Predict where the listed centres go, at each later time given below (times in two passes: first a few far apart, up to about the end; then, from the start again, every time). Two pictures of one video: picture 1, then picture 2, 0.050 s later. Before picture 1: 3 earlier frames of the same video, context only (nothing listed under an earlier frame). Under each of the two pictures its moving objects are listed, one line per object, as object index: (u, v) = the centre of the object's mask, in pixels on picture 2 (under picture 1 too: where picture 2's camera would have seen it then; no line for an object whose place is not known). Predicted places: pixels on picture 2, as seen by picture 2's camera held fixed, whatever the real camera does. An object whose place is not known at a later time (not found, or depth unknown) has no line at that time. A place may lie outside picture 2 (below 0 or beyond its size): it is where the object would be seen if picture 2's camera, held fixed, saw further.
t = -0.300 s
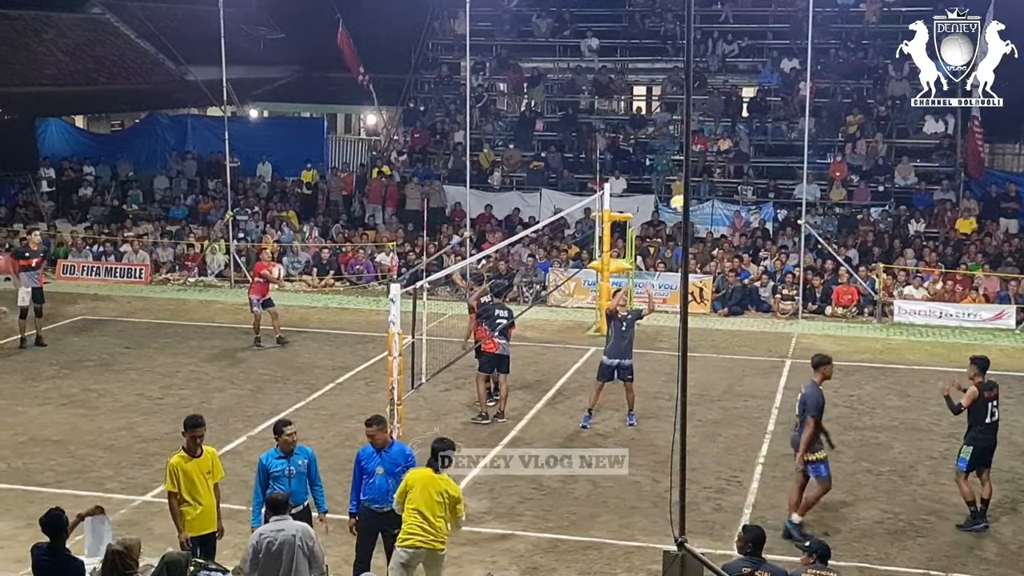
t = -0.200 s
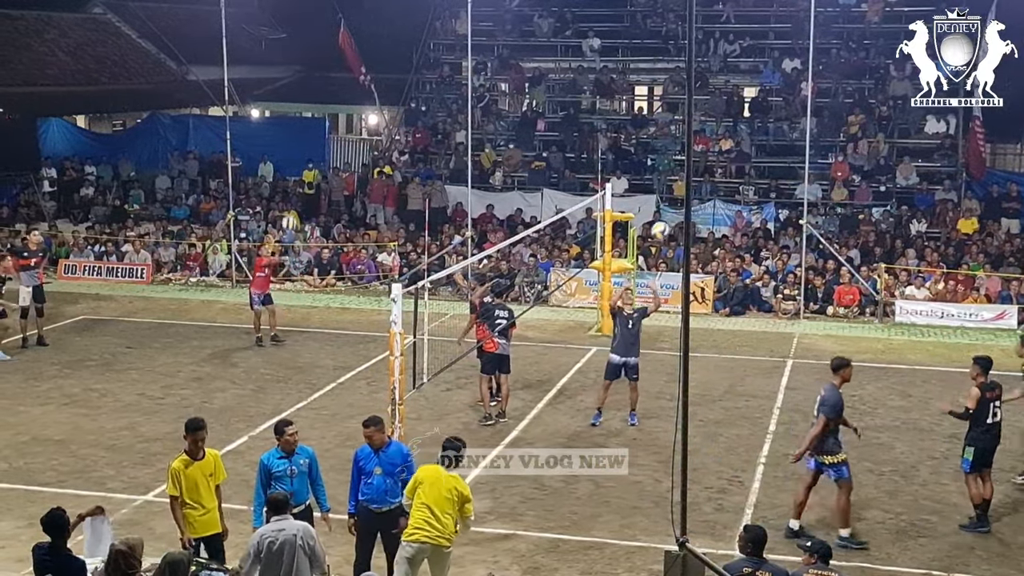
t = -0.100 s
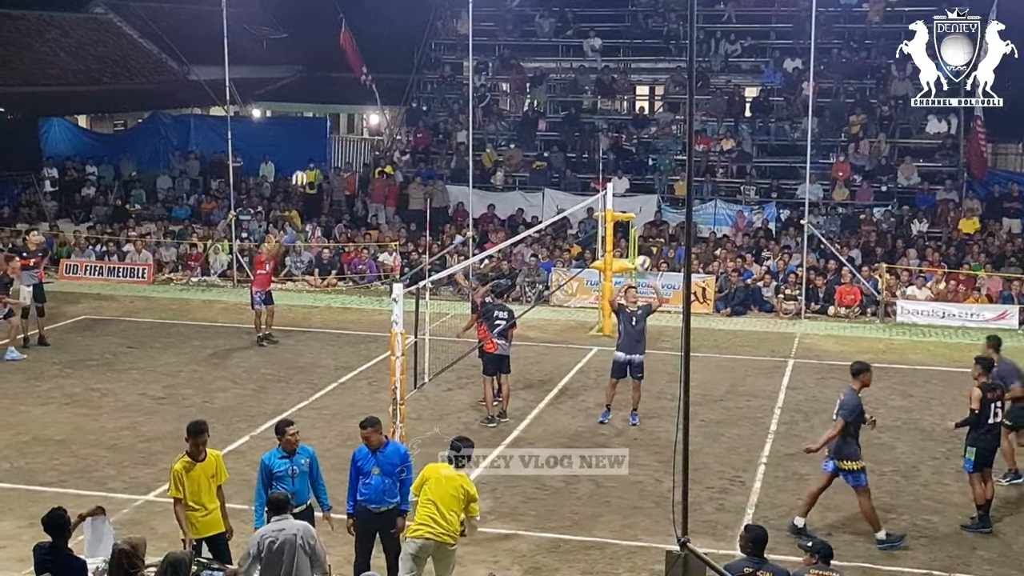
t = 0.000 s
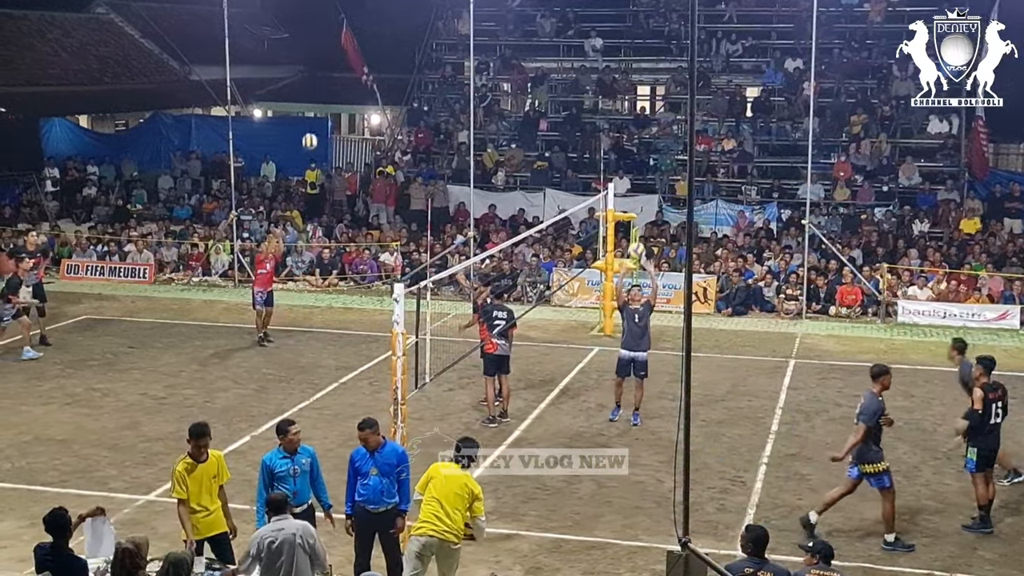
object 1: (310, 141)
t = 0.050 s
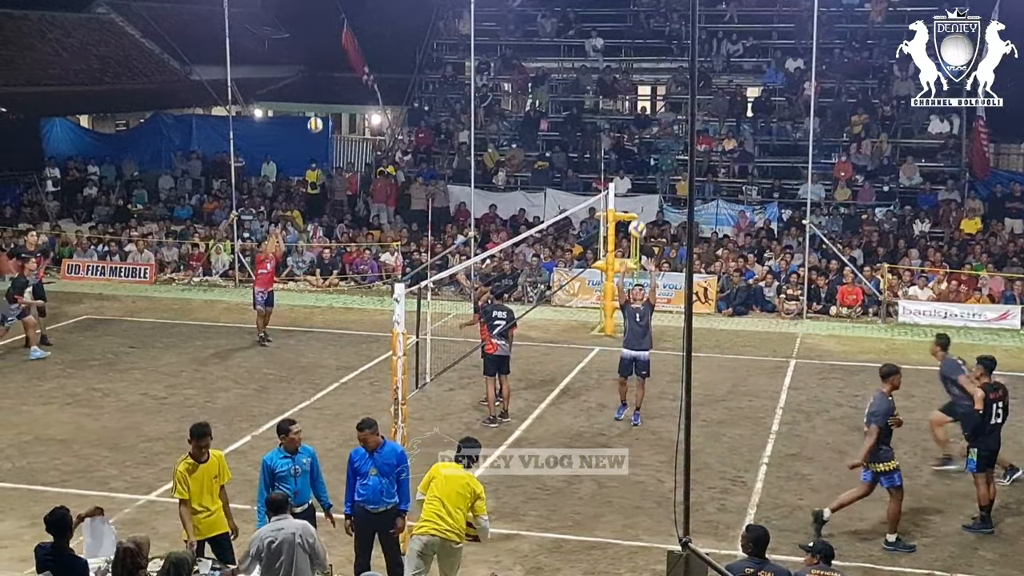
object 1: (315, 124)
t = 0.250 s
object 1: (335, 75)
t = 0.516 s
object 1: (363, 52)
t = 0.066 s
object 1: (317, 120)
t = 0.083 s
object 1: (318, 115)
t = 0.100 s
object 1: (320, 110)
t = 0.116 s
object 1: (321, 105)
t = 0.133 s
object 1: (323, 100)
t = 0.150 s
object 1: (325, 95)
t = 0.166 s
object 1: (327, 93)
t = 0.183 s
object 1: (328, 89)
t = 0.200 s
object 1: (329, 85)
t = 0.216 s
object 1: (331, 82)
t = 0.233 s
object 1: (333, 78)
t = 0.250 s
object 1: (335, 75)
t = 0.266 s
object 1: (337, 72)
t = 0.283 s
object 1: (338, 70)
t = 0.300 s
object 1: (339, 68)
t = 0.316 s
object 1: (341, 65)
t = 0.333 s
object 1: (343, 63)
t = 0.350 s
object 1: (345, 61)
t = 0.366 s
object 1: (347, 59)
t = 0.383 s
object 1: (348, 58)
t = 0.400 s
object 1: (350, 56)
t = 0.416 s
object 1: (352, 55)
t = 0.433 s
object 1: (353, 54)
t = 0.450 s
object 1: (355, 53)
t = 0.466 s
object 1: (357, 52)
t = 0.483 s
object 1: (359, 52)
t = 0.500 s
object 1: (361, 52)
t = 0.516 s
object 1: (363, 52)
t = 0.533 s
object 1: (364, 52)
